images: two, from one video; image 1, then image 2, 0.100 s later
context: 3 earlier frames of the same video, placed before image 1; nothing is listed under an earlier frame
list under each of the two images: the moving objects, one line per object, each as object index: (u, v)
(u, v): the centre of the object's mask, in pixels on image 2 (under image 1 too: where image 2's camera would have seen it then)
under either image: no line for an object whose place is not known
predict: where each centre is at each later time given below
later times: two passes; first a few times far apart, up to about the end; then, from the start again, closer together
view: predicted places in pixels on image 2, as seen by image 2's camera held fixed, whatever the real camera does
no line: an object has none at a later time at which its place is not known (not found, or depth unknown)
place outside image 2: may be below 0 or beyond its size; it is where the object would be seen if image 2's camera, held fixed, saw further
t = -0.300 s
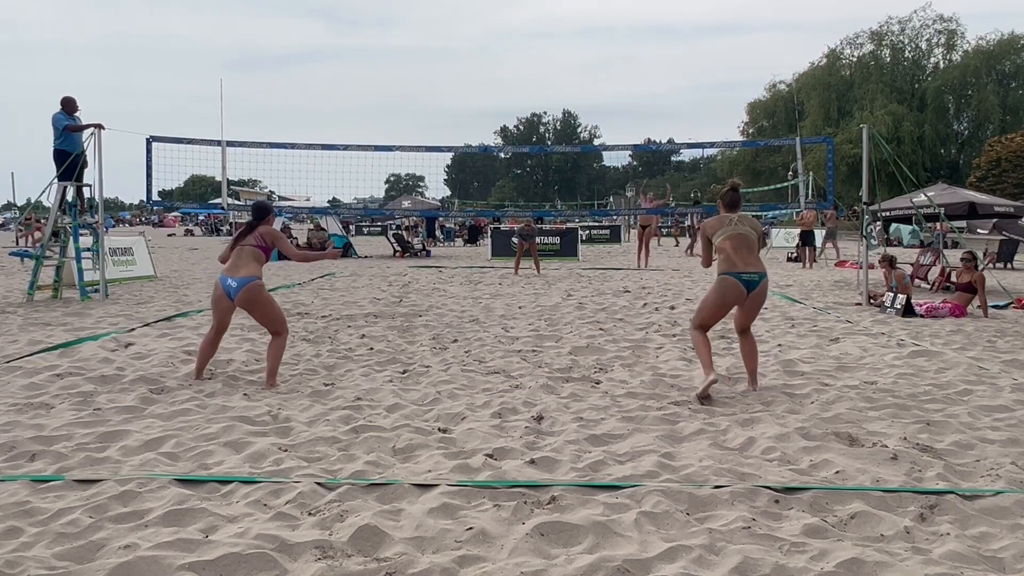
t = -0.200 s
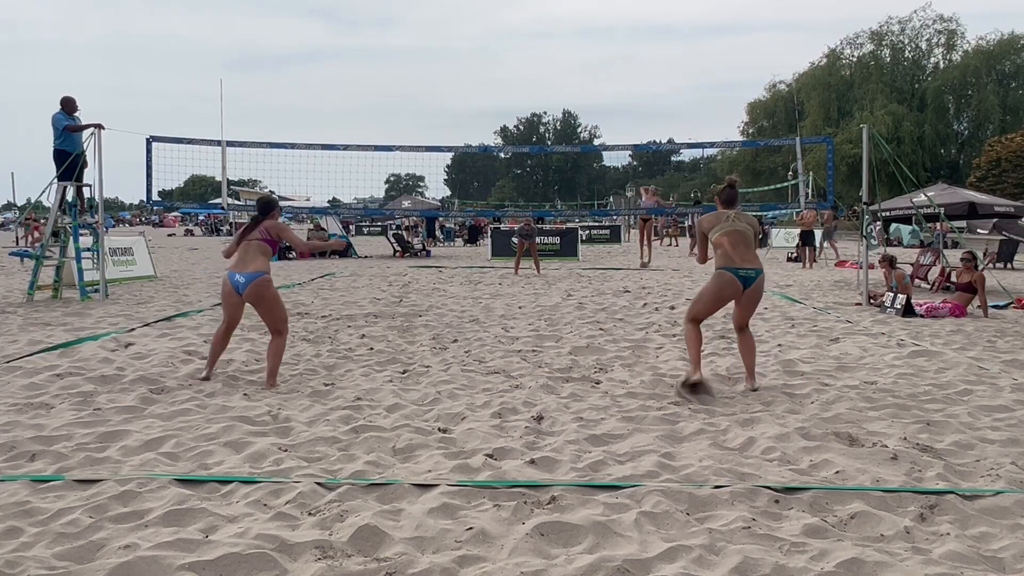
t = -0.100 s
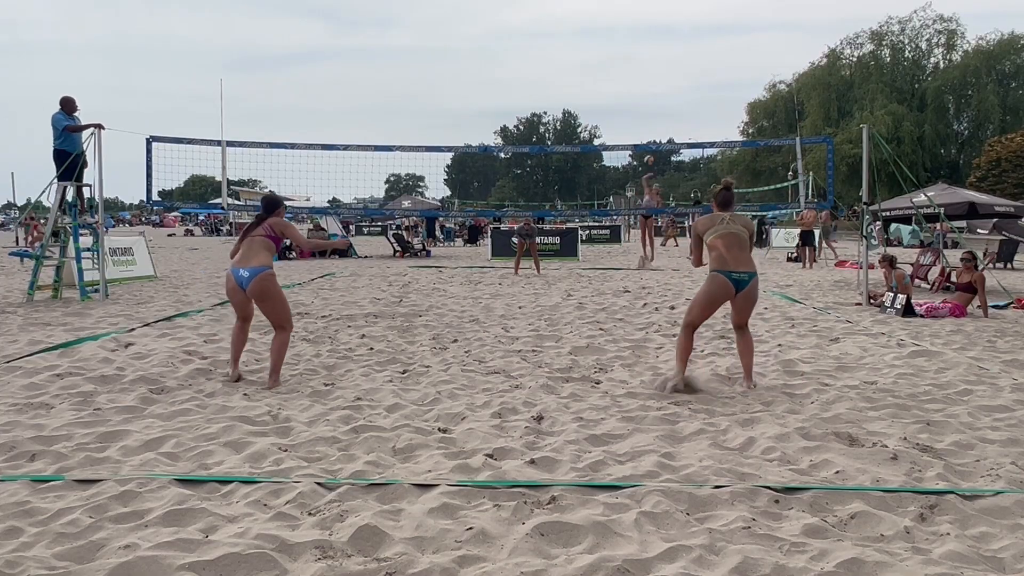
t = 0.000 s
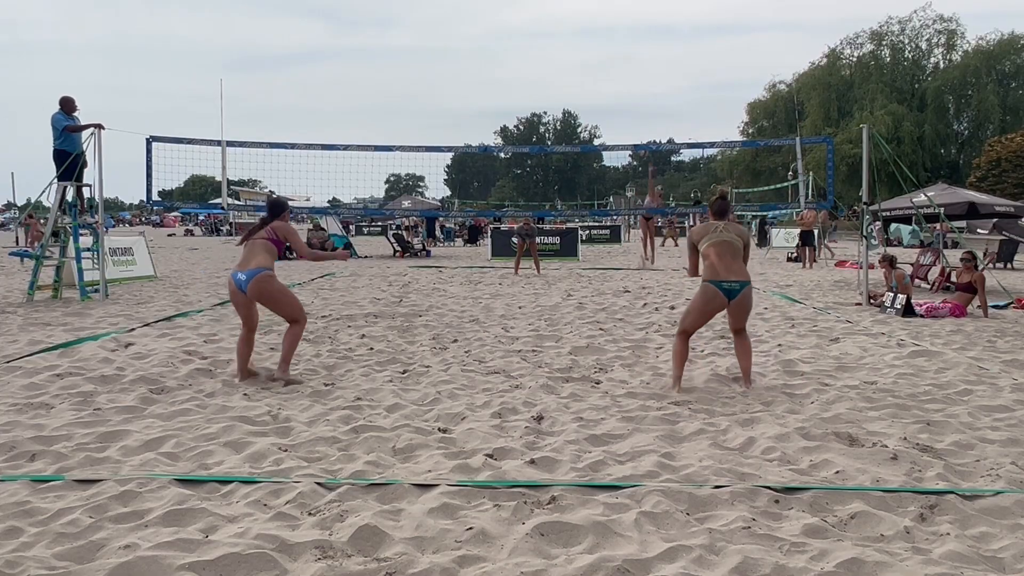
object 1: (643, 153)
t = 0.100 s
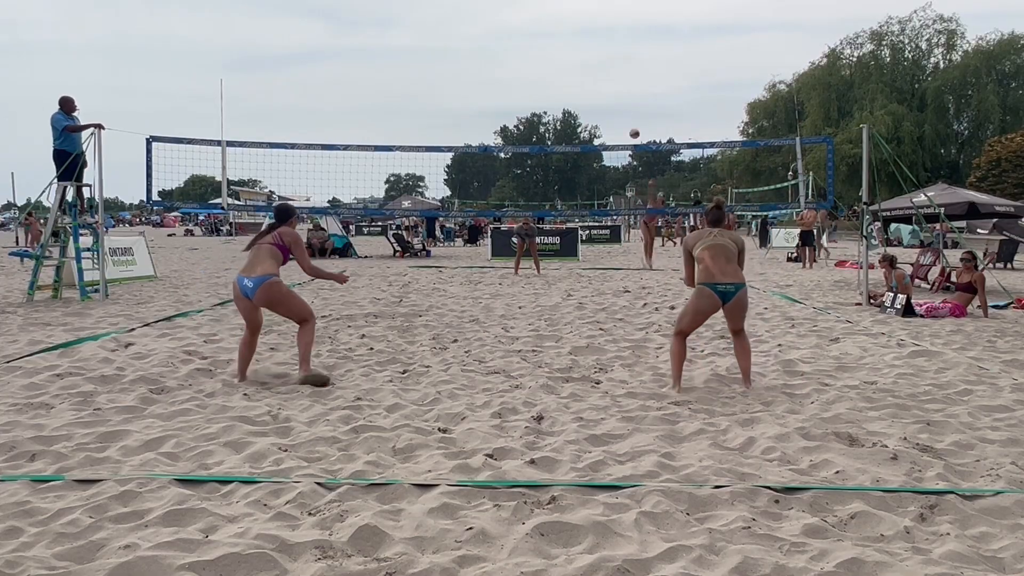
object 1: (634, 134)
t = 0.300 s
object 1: (613, 104)
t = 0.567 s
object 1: (583, 93)
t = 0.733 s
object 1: (558, 114)
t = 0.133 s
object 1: (631, 128)
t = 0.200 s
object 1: (624, 117)
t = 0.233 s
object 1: (621, 112)
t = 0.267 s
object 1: (617, 108)
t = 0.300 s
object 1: (613, 104)
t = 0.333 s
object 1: (610, 101)
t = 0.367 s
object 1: (606, 98)
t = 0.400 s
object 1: (602, 96)
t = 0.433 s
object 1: (598, 95)
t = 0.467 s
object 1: (595, 93)
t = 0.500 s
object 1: (591, 93)
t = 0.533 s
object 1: (588, 93)
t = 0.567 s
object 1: (583, 93)
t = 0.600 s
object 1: (579, 95)
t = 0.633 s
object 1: (574, 97)
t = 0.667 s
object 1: (569, 101)
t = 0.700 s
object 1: (563, 107)
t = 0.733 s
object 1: (558, 114)
